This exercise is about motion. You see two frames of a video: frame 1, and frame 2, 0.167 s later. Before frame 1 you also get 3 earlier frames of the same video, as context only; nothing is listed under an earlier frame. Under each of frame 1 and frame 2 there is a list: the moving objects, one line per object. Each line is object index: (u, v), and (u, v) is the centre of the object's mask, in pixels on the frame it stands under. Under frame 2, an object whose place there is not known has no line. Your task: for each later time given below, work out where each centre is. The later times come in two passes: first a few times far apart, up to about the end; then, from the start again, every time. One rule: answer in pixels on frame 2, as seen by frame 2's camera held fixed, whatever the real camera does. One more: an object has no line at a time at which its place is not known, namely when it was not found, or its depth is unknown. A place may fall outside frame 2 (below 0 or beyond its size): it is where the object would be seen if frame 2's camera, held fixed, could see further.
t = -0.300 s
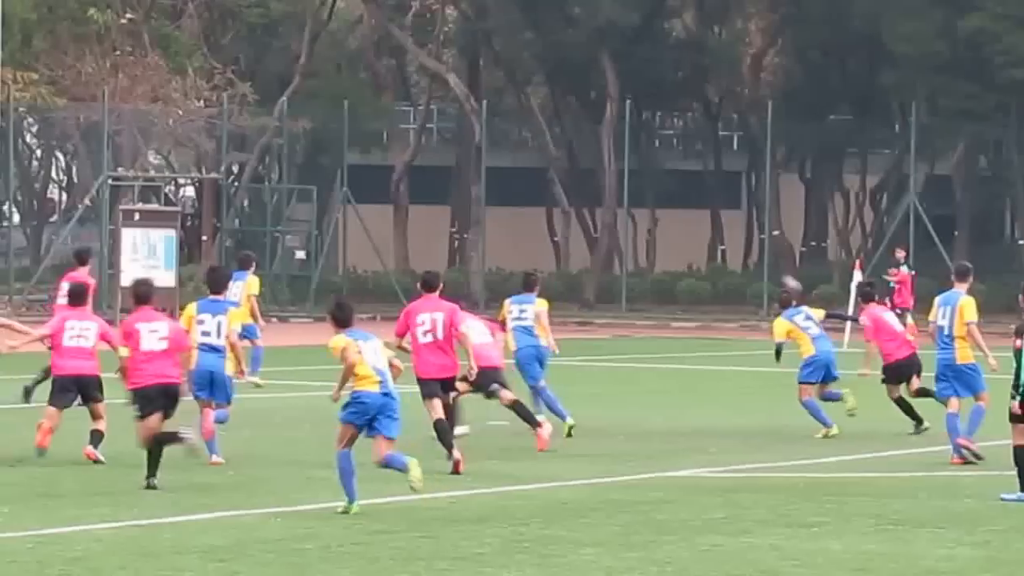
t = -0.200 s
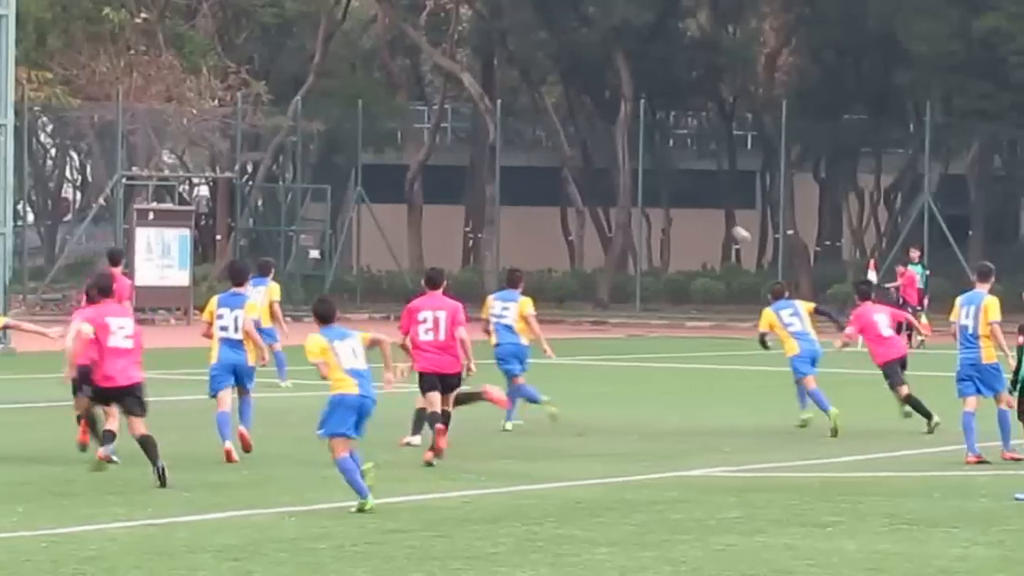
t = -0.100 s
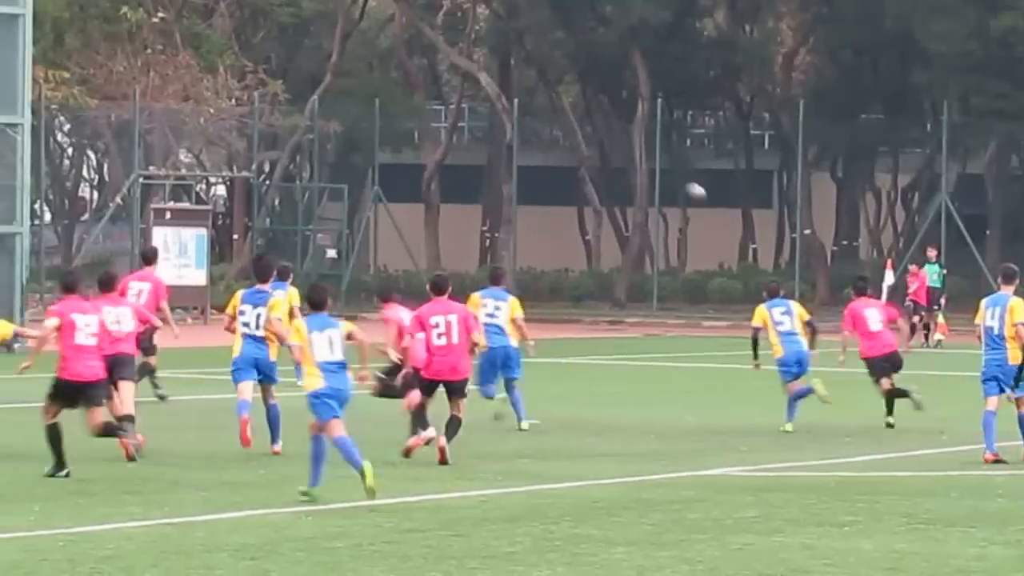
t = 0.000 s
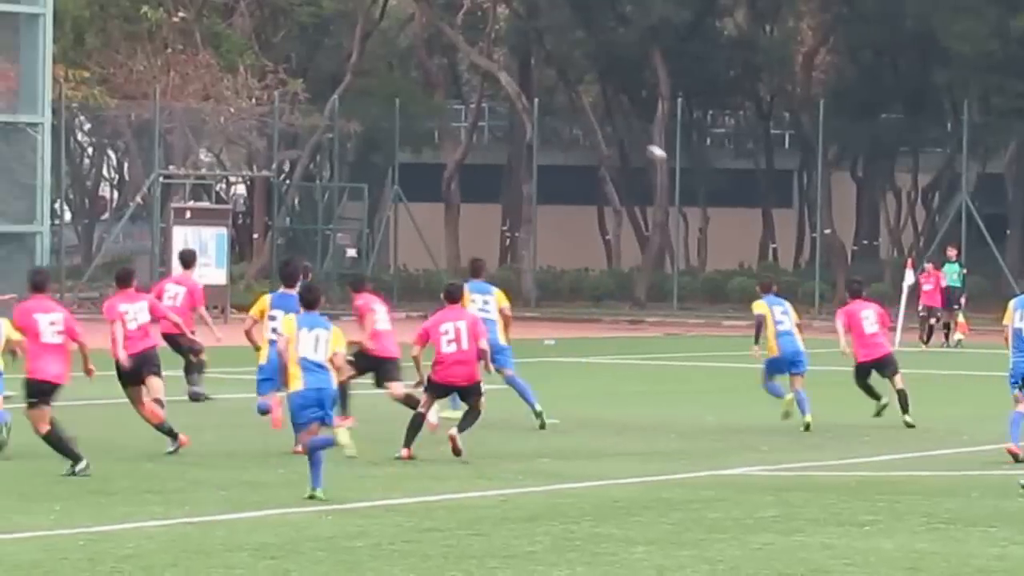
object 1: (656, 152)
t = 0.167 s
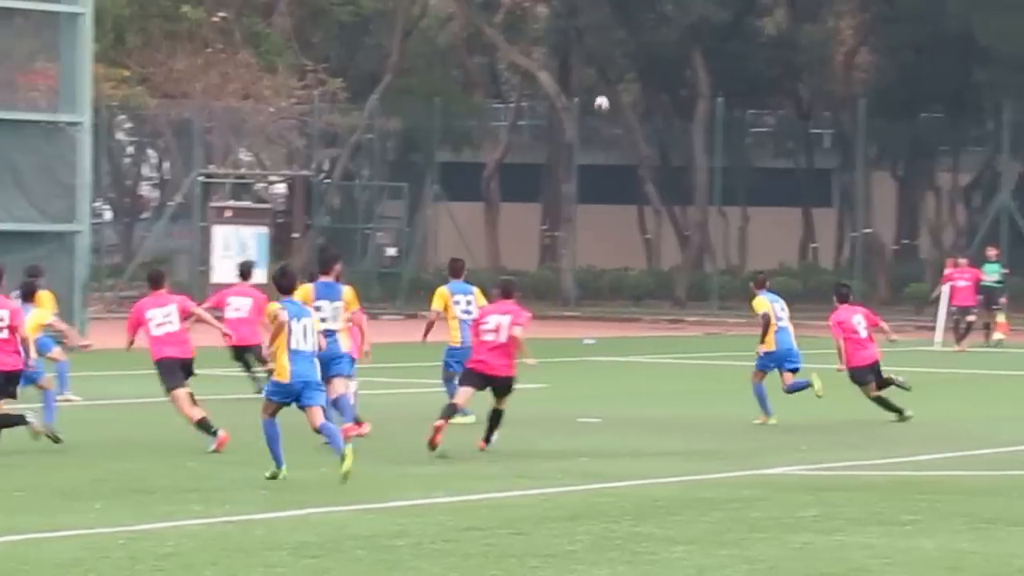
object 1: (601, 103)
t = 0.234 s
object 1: (566, 88)
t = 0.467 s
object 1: (448, 62)
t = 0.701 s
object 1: (339, 76)
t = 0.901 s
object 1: (246, 124)
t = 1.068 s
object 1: (169, 196)
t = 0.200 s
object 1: (584, 95)
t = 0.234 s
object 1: (566, 88)
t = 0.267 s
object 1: (549, 82)
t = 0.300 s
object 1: (531, 77)
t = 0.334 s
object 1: (514, 72)
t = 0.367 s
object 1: (498, 68)
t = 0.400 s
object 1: (481, 65)
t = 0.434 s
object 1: (465, 63)
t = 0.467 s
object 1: (448, 62)
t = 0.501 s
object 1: (432, 61)
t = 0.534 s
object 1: (416, 61)
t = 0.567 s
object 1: (400, 63)
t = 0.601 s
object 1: (385, 65)
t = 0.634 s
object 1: (369, 68)
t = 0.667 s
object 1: (354, 71)
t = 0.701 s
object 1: (339, 76)
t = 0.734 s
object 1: (323, 81)
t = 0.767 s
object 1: (308, 87)
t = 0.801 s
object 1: (293, 95)
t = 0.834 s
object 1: (278, 104)
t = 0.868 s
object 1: (262, 114)
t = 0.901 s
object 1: (246, 124)
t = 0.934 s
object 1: (231, 137)
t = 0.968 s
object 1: (215, 150)
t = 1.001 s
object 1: (199, 164)
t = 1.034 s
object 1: (185, 180)
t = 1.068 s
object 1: (169, 196)
